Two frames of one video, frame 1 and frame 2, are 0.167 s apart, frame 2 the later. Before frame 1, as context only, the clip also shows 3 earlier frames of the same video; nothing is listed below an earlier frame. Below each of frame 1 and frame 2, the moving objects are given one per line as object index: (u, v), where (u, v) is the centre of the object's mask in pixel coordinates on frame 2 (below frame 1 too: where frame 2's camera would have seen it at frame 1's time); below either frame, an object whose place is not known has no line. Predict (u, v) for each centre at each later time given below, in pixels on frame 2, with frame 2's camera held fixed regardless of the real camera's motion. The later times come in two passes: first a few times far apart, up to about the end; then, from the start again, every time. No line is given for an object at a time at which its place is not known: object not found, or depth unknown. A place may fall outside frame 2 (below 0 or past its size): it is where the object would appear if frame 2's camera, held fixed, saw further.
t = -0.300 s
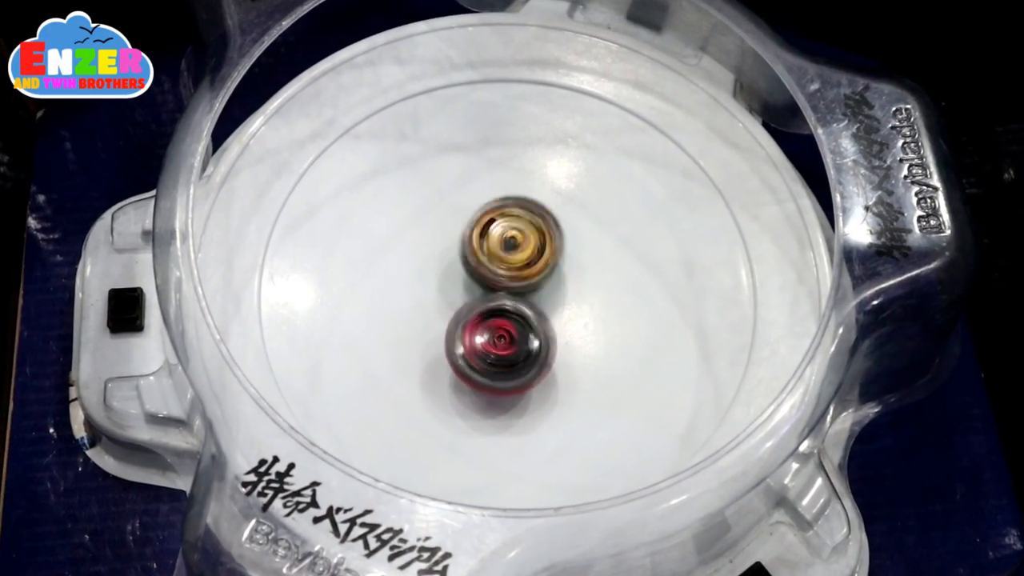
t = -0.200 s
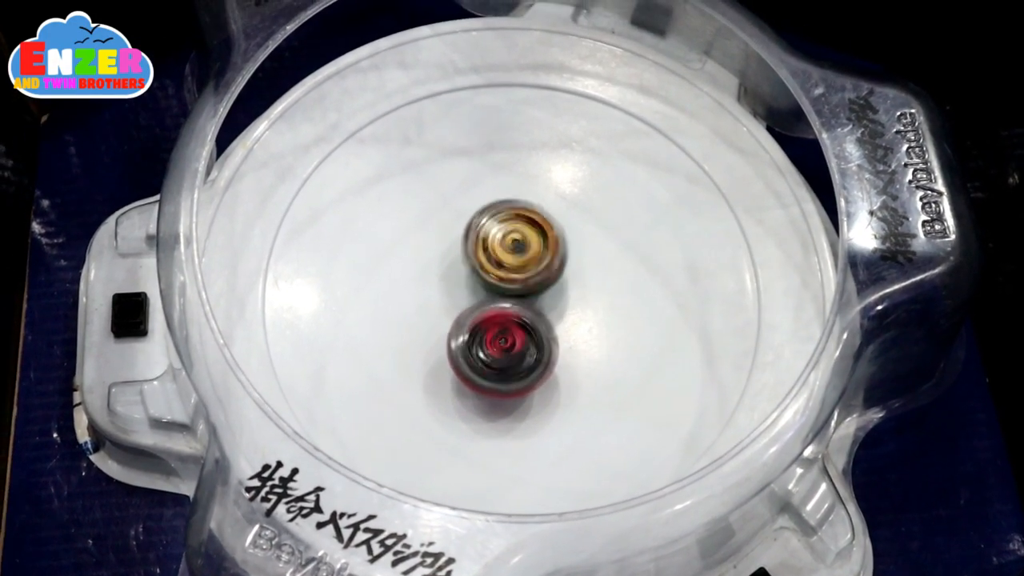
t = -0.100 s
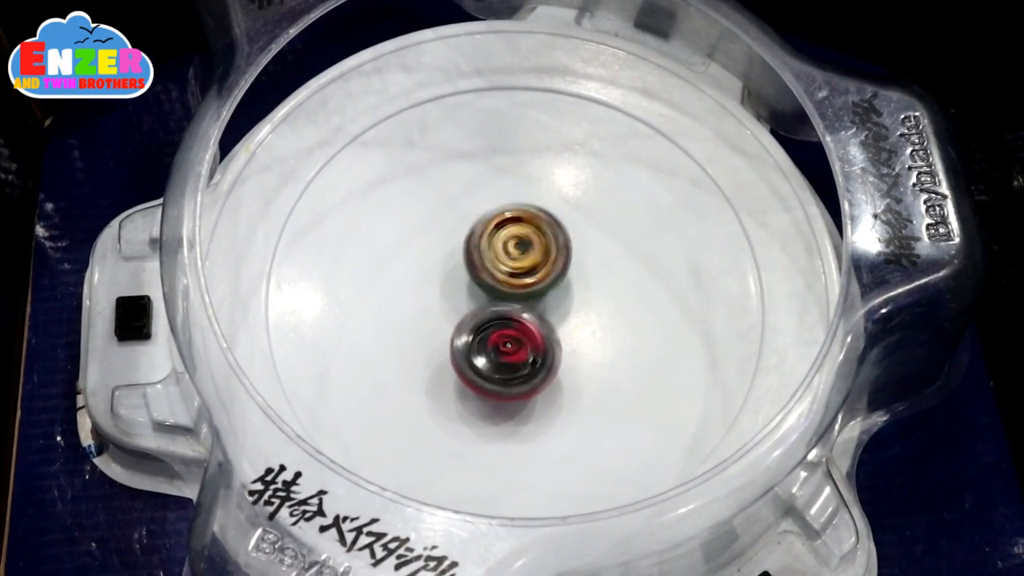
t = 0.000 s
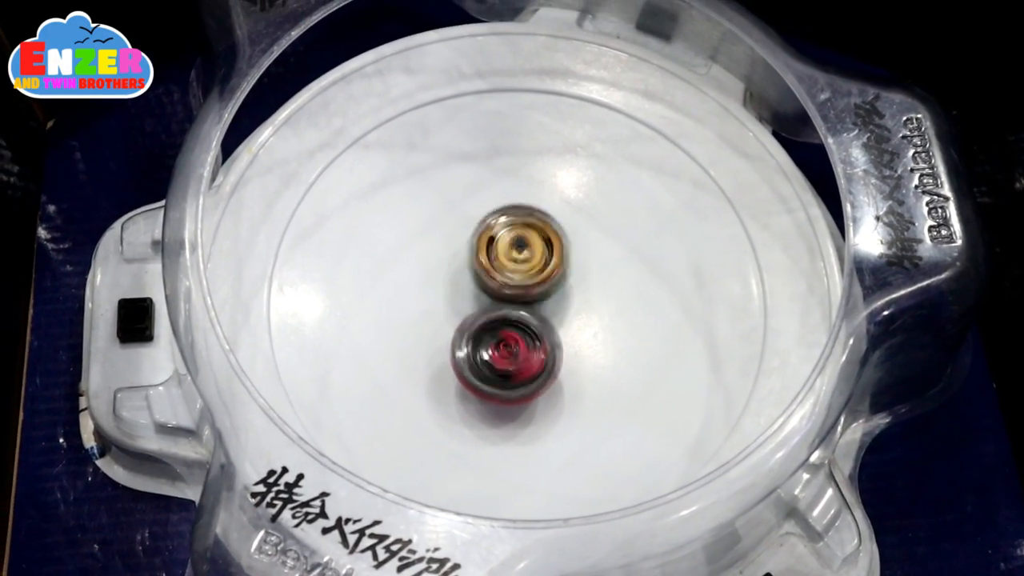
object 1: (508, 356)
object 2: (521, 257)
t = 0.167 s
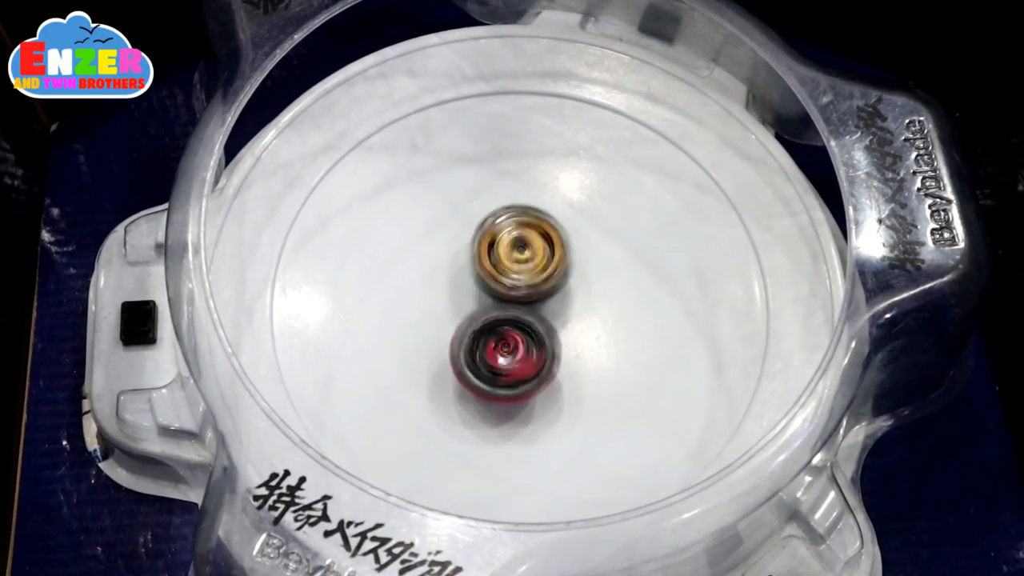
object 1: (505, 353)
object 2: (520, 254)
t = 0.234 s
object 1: (505, 354)
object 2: (523, 253)
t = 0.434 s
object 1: (502, 350)
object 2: (527, 254)
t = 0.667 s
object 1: (497, 348)
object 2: (531, 254)
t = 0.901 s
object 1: (498, 349)
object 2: (535, 256)
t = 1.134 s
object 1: (497, 352)
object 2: (541, 255)
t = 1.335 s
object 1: (493, 351)
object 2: (544, 261)
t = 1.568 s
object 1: (492, 350)
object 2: (541, 263)
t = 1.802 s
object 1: (489, 349)
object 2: (540, 261)
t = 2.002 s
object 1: (487, 346)
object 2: (541, 259)
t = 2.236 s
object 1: (483, 341)
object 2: (544, 258)
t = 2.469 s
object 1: (479, 339)
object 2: (547, 260)
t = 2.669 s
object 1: (478, 339)
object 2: (549, 264)
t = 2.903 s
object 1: (478, 338)
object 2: (550, 263)
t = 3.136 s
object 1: (480, 336)
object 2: (555, 268)
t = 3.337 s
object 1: (481, 334)
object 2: (560, 266)
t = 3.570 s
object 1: (484, 342)
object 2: (565, 262)
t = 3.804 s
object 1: (480, 333)
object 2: (560, 266)
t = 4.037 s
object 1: (470, 332)
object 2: (556, 259)
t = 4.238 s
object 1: (468, 329)
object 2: (545, 263)
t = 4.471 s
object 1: (466, 326)
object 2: (548, 258)
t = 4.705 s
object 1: (473, 327)
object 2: (548, 257)
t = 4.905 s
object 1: (479, 328)
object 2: (551, 256)
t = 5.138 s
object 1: (477, 331)
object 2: (550, 260)
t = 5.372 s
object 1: (482, 333)
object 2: (556, 256)
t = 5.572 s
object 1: (480, 331)
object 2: (557, 262)
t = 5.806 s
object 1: (484, 336)
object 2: (553, 262)
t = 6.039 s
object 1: (456, 362)
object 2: (591, 231)
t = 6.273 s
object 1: (489, 338)
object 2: (587, 245)
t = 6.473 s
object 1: (493, 328)
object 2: (563, 256)
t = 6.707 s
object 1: (493, 328)
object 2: (563, 254)
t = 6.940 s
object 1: (493, 344)
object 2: (561, 264)
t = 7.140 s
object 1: (498, 345)
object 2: (541, 258)
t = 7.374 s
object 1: (491, 343)
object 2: (542, 258)
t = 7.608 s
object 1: (469, 343)
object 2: (540, 270)
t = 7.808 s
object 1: (449, 367)
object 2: (553, 282)
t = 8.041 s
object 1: (473, 364)
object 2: (555, 294)
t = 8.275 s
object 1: (472, 352)
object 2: (553, 299)
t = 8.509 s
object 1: (477, 328)
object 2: (536, 284)
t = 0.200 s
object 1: (505, 353)
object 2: (521, 254)
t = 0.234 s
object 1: (505, 354)
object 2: (523, 253)
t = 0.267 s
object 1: (506, 352)
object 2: (524, 254)
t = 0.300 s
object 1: (503, 352)
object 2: (523, 253)
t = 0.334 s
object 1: (502, 351)
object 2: (524, 254)
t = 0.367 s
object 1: (502, 351)
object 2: (524, 254)
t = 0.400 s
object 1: (503, 351)
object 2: (525, 254)
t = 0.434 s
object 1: (502, 350)
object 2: (527, 254)
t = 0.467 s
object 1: (500, 351)
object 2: (526, 255)
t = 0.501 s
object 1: (501, 351)
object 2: (528, 255)
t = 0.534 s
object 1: (500, 349)
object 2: (528, 254)
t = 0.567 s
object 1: (499, 351)
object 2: (528, 253)
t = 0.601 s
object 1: (500, 351)
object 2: (530, 252)
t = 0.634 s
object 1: (498, 349)
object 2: (529, 253)
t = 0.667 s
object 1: (497, 348)
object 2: (531, 254)
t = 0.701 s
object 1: (495, 351)
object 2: (532, 256)
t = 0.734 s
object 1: (497, 351)
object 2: (534, 256)
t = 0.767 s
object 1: (498, 349)
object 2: (534, 256)
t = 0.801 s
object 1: (496, 348)
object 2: (534, 256)
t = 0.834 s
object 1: (495, 352)
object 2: (535, 255)
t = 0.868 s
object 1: (498, 351)
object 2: (534, 256)
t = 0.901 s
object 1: (498, 349)
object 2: (535, 256)
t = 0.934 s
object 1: (497, 350)
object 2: (536, 255)
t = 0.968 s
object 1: (498, 349)
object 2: (537, 257)
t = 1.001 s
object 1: (496, 349)
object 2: (536, 257)
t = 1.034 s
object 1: (496, 349)
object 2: (537, 258)
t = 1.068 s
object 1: (496, 350)
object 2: (538, 257)
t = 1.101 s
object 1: (497, 349)
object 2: (538, 258)
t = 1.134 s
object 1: (497, 352)
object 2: (541, 255)
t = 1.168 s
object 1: (498, 351)
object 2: (543, 255)
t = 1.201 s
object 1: (497, 349)
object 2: (543, 256)
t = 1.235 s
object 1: (493, 350)
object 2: (542, 258)
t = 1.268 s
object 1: (494, 349)
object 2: (543, 259)
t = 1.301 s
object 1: (492, 351)
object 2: (543, 261)
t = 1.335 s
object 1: (493, 351)
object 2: (544, 261)
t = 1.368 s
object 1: (493, 350)
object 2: (544, 263)
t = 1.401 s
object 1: (491, 349)
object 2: (543, 263)
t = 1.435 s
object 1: (490, 351)
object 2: (543, 263)
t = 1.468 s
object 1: (491, 351)
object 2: (542, 264)
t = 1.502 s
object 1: (491, 350)
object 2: (542, 264)
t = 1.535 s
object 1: (490, 351)
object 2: (542, 263)
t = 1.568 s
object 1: (492, 350)
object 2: (541, 263)
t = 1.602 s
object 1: (491, 351)
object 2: (541, 262)
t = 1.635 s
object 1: (491, 350)
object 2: (541, 261)
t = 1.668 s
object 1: (489, 349)
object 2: (540, 261)
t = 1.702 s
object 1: (488, 349)
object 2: (541, 261)
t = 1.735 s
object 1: (488, 350)
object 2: (540, 262)
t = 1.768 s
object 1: (489, 349)
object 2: (540, 262)
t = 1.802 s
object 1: (489, 349)
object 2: (540, 261)
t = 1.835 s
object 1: (489, 348)
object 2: (541, 261)
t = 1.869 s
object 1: (489, 349)
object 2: (541, 261)
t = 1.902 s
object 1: (489, 349)
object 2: (542, 258)
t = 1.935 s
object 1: (490, 348)
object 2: (541, 259)
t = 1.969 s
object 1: (489, 345)
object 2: (541, 258)
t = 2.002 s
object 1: (487, 346)
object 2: (541, 259)
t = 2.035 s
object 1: (486, 345)
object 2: (541, 259)
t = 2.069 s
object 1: (486, 344)
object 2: (541, 259)
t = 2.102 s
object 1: (485, 343)
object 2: (541, 259)
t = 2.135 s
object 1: (485, 343)
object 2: (542, 259)
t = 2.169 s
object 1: (485, 344)
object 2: (543, 258)
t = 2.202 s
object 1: (487, 342)
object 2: (543, 259)
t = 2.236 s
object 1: (483, 341)
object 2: (544, 258)
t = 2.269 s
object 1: (483, 341)
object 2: (544, 258)
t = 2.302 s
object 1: (484, 341)
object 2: (545, 259)
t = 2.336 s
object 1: (482, 340)
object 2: (544, 259)
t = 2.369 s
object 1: (481, 341)
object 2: (546, 258)
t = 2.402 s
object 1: (483, 340)
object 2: (546, 259)
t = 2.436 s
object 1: (482, 338)
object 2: (546, 261)
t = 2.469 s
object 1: (479, 339)
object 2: (547, 260)
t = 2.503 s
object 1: (478, 340)
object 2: (550, 259)
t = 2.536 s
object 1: (479, 339)
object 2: (550, 260)
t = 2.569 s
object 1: (478, 337)
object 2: (549, 262)
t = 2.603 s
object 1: (476, 337)
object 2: (549, 263)
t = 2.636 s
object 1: (477, 339)
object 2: (550, 263)
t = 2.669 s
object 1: (478, 339)
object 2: (549, 264)
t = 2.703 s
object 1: (478, 338)
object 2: (550, 264)
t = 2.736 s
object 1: (478, 337)
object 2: (550, 264)
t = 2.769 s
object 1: (477, 338)
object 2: (550, 262)
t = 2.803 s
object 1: (478, 337)
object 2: (549, 264)
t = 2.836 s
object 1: (479, 338)
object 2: (549, 263)
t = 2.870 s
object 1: (478, 338)
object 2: (550, 263)
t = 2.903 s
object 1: (478, 338)
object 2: (550, 263)
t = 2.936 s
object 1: (478, 338)
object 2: (550, 264)
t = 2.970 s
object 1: (477, 340)
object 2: (553, 262)
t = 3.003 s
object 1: (480, 341)
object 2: (554, 263)
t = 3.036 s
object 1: (481, 337)
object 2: (553, 263)
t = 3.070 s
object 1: (479, 335)
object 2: (554, 265)
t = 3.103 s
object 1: (479, 336)
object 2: (554, 266)
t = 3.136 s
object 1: (480, 336)
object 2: (555, 268)
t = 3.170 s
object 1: (477, 339)
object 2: (557, 265)
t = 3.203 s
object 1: (479, 343)
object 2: (562, 264)
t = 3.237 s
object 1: (483, 341)
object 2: (561, 264)
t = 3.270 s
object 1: (482, 337)
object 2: (562, 265)
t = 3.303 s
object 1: (482, 336)
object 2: (560, 265)
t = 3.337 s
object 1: (481, 334)
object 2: (560, 266)
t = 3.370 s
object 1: (480, 335)
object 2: (558, 267)
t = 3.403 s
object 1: (481, 336)
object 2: (558, 268)
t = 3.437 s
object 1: (482, 339)
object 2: (558, 267)
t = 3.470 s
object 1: (485, 338)
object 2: (557, 267)
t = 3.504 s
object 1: (483, 340)
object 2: (561, 265)
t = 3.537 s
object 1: (483, 343)
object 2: (564, 262)
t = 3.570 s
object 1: (484, 342)
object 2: (565, 262)
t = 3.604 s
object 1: (482, 339)
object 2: (564, 261)
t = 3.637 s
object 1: (480, 339)
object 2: (565, 261)
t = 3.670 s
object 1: (480, 339)
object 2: (565, 261)
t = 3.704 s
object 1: (481, 339)
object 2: (565, 262)
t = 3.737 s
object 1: (482, 336)
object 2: (563, 264)
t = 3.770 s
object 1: (481, 334)
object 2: (563, 265)
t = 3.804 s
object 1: (480, 333)
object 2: (560, 266)
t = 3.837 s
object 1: (480, 333)
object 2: (558, 266)
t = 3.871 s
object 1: (477, 338)
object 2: (561, 264)
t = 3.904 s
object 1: (478, 340)
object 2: (564, 261)
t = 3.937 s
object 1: (479, 338)
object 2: (563, 262)
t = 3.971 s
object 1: (478, 334)
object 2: (560, 261)
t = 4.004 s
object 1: (473, 332)
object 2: (559, 260)
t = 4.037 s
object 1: (470, 332)
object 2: (556, 259)
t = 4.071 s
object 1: (471, 332)
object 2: (554, 260)
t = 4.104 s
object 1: (472, 330)
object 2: (551, 261)
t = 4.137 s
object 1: (470, 328)
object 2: (549, 262)
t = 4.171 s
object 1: (468, 328)
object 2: (548, 262)
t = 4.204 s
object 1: (468, 330)
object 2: (547, 262)
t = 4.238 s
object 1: (468, 329)
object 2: (545, 263)
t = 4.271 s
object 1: (467, 333)
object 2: (550, 258)
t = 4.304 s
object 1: (469, 334)
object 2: (552, 255)
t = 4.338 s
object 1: (471, 331)
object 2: (551, 256)
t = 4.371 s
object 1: (469, 327)
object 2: (550, 255)
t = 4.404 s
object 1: (465, 325)
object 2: (550, 255)
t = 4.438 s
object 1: (464, 325)
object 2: (549, 257)
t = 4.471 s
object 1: (466, 326)
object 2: (548, 258)
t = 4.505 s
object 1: (467, 324)
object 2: (547, 259)
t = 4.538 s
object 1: (466, 325)
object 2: (547, 257)
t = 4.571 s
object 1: (468, 326)
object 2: (547, 259)
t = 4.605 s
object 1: (469, 327)
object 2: (546, 259)
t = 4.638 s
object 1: (470, 329)
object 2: (548, 259)
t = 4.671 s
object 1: (473, 328)
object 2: (547, 258)
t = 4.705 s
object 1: (473, 327)
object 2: (548, 257)
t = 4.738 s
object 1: (473, 327)
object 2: (548, 257)
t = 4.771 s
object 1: (474, 327)
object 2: (548, 257)
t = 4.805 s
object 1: (473, 327)
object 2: (548, 258)
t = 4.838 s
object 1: (473, 330)
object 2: (551, 255)
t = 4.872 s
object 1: (476, 331)
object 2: (552, 254)
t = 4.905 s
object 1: (479, 328)
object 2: (551, 256)
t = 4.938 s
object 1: (477, 324)
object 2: (550, 256)
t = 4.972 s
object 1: (472, 323)
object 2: (550, 256)
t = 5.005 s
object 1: (471, 324)
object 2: (550, 257)
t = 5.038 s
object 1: (471, 325)
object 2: (549, 259)
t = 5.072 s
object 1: (473, 326)
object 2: (548, 260)
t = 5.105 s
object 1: (473, 330)
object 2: (549, 258)
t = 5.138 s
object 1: (477, 331)
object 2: (550, 260)
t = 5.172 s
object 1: (479, 332)
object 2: (551, 258)
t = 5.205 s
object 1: (481, 333)
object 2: (551, 255)
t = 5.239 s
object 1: (485, 332)
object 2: (551, 255)
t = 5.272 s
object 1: (482, 329)
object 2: (552, 255)
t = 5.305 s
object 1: (479, 331)
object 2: (557, 253)
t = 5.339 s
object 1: (480, 333)
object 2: (558, 254)
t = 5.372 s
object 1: (482, 333)
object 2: (556, 256)
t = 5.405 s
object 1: (483, 330)
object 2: (556, 256)
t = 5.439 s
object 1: (481, 327)
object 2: (555, 257)
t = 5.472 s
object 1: (479, 325)
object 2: (556, 257)
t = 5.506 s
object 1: (478, 328)
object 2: (557, 258)
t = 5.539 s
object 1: (479, 330)
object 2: (556, 261)
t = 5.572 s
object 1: (480, 331)
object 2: (557, 262)
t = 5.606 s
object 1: (481, 334)
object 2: (556, 261)
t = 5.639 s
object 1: (485, 333)
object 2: (554, 263)
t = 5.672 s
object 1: (484, 337)
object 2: (556, 262)
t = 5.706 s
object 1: (486, 340)
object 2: (558, 260)
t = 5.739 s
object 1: (486, 338)
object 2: (557, 262)
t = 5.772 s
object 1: (485, 337)
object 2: (554, 265)
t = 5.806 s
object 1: (484, 336)
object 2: (553, 262)
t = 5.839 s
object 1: (484, 338)
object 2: (553, 260)
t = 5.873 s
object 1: (486, 335)
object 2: (553, 261)
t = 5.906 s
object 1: (485, 333)
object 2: (552, 263)
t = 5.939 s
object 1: (479, 334)
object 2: (555, 259)
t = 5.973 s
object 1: (466, 347)
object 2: (571, 247)
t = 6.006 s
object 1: (457, 356)
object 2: (582, 236)
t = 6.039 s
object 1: (456, 362)
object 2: (591, 231)
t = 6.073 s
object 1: (463, 365)
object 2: (596, 231)
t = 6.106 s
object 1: (469, 362)
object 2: (596, 231)
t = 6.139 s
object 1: (472, 355)
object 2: (597, 231)
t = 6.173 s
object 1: (475, 351)
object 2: (597, 232)
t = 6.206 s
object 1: (477, 346)
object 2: (594, 236)
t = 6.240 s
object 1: (482, 342)
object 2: (592, 239)
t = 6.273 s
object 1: (489, 338)
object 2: (587, 245)
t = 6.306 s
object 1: (492, 333)
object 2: (583, 252)
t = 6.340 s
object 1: (496, 326)
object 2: (572, 259)
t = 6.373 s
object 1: (494, 327)
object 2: (571, 260)
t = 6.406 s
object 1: (494, 327)
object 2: (569, 257)
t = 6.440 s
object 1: (493, 326)
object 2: (567, 256)
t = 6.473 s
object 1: (493, 328)
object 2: (563, 256)
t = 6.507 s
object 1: (495, 332)
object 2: (561, 256)
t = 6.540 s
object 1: (495, 330)
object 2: (559, 254)
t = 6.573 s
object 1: (494, 329)
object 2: (561, 252)
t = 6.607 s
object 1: (496, 329)
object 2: (562, 252)
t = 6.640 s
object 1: (496, 328)
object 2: (564, 254)
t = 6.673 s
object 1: (496, 326)
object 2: (564, 255)
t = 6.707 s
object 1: (493, 328)
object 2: (563, 254)
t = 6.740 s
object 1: (492, 328)
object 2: (561, 255)
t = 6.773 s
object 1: (494, 328)
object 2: (560, 255)
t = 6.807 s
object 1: (494, 328)
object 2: (560, 254)
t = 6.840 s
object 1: (490, 333)
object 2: (562, 255)
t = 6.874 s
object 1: (489, 339)
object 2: (564, 254)
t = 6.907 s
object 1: (490, 342)
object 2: (565, 260)
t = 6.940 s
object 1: (493, 344)
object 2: (561, 264)
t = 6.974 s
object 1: (495, 346)
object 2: (557, 266)
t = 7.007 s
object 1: (497, 352)
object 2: (551, 262)
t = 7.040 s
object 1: (501, 352)
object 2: (551, 261)
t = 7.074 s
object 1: (501, 349)
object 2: (548, 258)
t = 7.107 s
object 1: (500, 346)
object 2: (547, 257)
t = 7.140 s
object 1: (498, 345)
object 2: (541, 258)
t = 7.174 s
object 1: (499, 345)
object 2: (535, 257)
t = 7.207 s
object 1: (499, 345)
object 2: (532, 255)
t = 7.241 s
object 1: (500, 347)
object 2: (533, 251)
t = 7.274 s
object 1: (499, 346)
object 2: (537, 251)
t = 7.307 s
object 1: (496, 346)
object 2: (540, 255)
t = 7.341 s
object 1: (493, 345)
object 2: (542, 260)
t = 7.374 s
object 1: (491, 343)
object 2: (542, 258)
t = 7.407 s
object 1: (489, 342)
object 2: (545, 258)
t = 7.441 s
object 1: (487, 339)
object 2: (548, 260)
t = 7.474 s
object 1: (485, 338)
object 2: (549, 262)
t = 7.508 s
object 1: (484, 337)
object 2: (545, 267)
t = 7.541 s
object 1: (478, 340)
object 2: (543, 267)
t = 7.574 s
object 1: (474, 345)
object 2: (543, 269)
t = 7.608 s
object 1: (469, 343)
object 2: (540, 270)
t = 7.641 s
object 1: (460, 340)
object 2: (539, 274)
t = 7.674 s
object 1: (456, 340)
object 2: (535, 279)
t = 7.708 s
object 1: (456, 344)
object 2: (532, 282)
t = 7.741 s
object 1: (450, 356)
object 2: (540, 277)
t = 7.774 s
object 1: (450, 365)
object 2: (548, 279)
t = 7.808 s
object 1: (449, 367)
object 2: (553, 282)
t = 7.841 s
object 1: (450, 370)
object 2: (556, 283)
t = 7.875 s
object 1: (452, 373)
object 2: (556, 284)
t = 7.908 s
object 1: (454, 373)
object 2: (556, 285)
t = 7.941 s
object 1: (458, 372)
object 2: (555, 286)
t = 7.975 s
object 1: (465, 370)
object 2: (556, 288)
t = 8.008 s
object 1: (471, 368)
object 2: (557, 290)
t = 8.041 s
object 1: (473, 364)
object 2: (555, 294)
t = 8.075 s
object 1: (474, 362)
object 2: (553, 299)
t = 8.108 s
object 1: (475, 357)
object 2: (553, 302)
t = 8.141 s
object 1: (476, 353)
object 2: (553, 302)
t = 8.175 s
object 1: (473, 351)
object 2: (554, 300)
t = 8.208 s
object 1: (470, 355)
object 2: (554, 300)
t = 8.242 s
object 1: (471, 354)
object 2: (554, 299)
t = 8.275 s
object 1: (472, 352)
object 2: (553, 299)
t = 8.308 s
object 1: (474, 351)
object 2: (552, 298)
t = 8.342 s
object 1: (475, 349)
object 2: (550, 295)
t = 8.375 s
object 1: (477, 346)
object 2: (549, 293)
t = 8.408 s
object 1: (478, 342)
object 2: (546, 291)
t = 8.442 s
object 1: (479, 338)
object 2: (543, 288)
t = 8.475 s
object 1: (479, 333)
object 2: (539, 286)
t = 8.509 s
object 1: (477, 328)
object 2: (536, 284)
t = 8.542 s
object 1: (474, 325)
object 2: (533, 282)
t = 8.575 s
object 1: (472, 322)
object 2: (532, 281)
